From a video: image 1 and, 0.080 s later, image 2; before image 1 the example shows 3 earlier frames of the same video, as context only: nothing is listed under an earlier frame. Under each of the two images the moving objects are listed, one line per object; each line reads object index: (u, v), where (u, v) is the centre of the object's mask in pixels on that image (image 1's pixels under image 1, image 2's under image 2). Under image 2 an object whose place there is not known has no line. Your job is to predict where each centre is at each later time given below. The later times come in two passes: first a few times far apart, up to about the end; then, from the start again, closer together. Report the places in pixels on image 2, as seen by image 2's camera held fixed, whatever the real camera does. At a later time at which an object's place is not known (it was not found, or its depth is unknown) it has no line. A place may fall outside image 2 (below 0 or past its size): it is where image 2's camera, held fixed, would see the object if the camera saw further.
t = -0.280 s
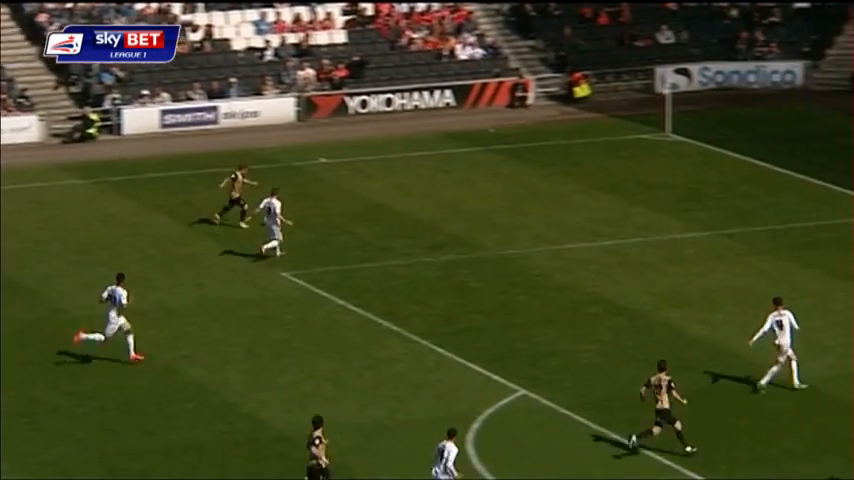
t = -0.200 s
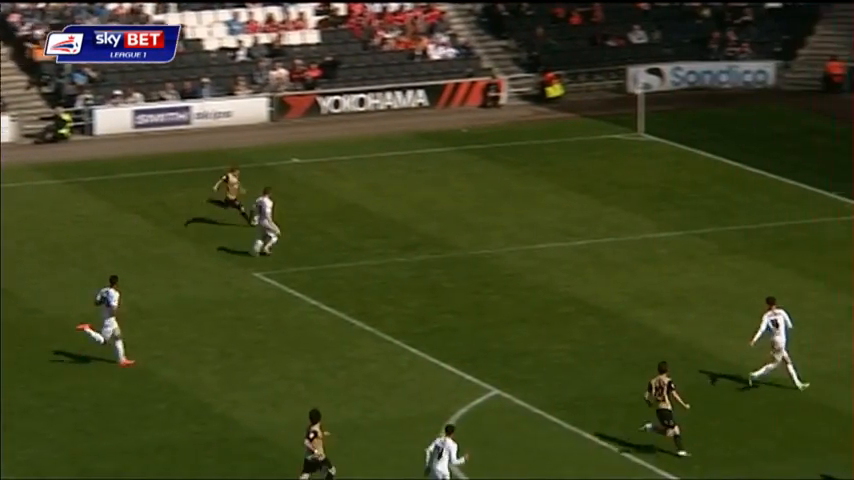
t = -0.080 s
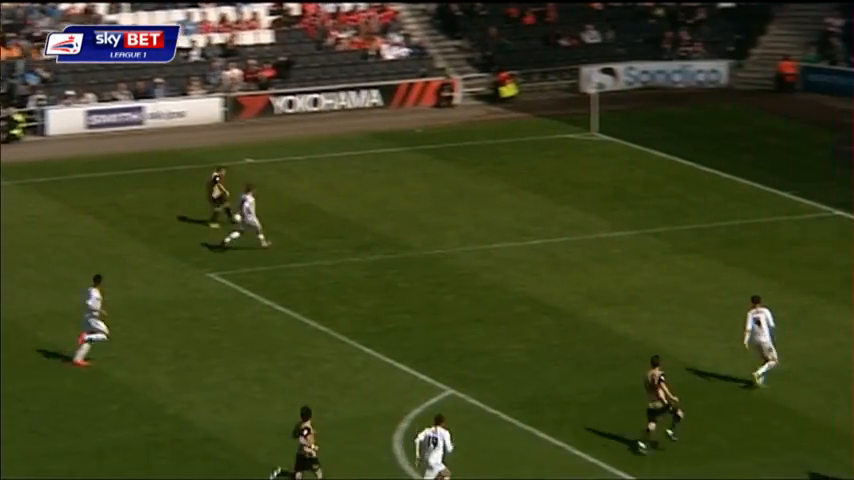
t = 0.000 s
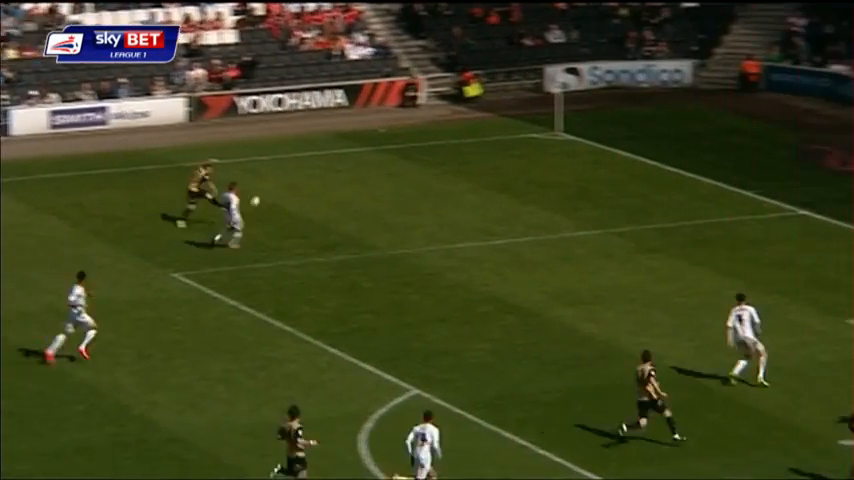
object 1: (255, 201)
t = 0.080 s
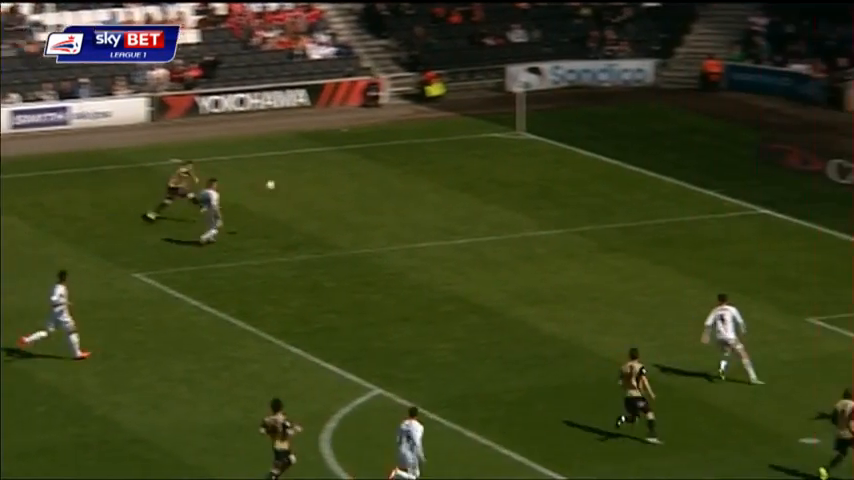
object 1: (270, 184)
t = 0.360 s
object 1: (441, 141)
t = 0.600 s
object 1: (581, 119)
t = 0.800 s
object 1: (687, 116)
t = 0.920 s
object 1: (751, 121)
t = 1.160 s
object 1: (875, 145)
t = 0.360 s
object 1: (441, 141)
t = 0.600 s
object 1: (581, 119)
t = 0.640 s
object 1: (603, 118)
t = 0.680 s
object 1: (622, 117)
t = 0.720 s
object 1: (645, 116)
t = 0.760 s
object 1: (664, 116)
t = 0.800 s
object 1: (687, 116)
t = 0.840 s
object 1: (708, 118)
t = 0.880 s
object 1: (730, 119)
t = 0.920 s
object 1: (751, 121)
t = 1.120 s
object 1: (855, 140)
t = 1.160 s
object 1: (875, 145)
